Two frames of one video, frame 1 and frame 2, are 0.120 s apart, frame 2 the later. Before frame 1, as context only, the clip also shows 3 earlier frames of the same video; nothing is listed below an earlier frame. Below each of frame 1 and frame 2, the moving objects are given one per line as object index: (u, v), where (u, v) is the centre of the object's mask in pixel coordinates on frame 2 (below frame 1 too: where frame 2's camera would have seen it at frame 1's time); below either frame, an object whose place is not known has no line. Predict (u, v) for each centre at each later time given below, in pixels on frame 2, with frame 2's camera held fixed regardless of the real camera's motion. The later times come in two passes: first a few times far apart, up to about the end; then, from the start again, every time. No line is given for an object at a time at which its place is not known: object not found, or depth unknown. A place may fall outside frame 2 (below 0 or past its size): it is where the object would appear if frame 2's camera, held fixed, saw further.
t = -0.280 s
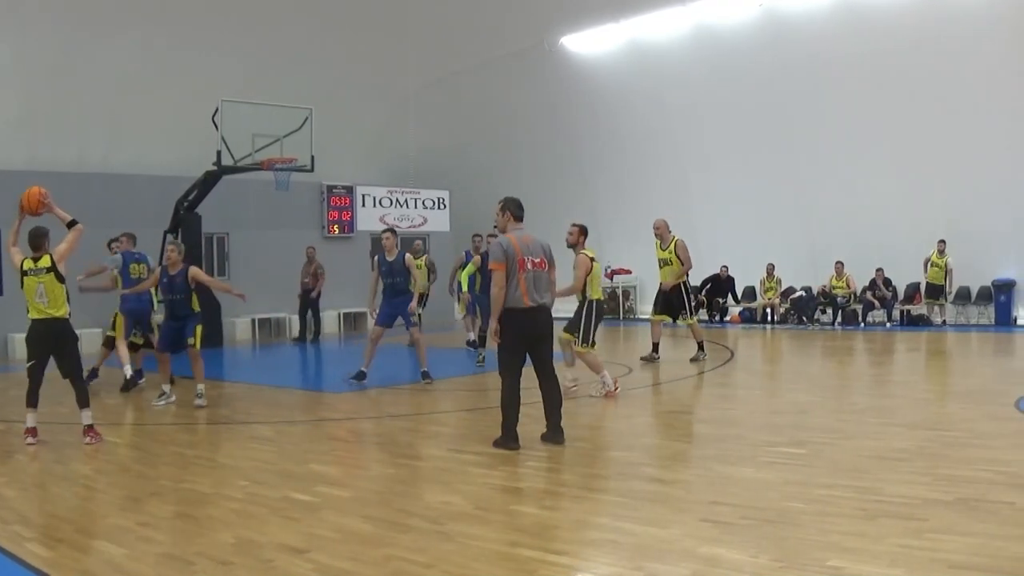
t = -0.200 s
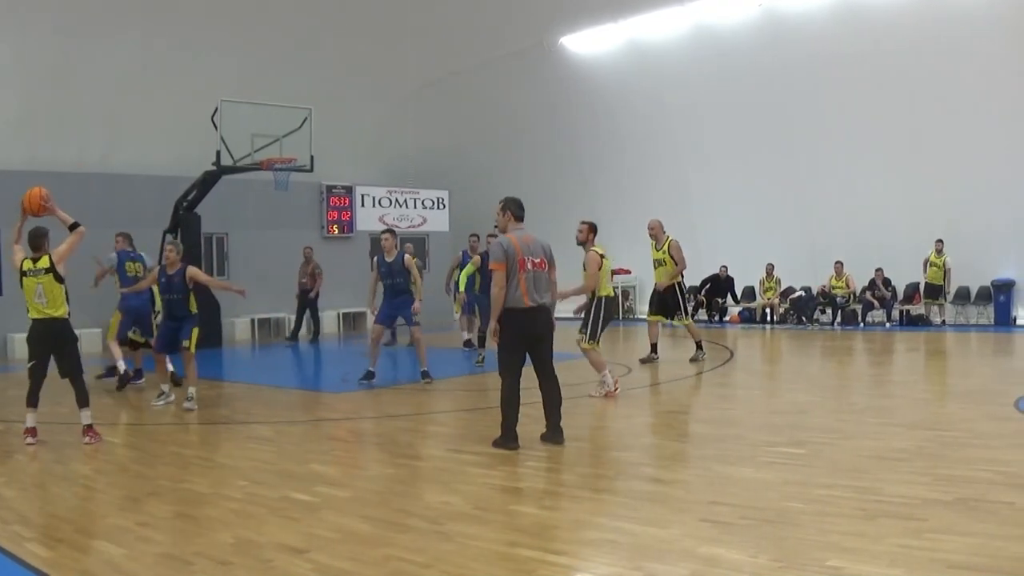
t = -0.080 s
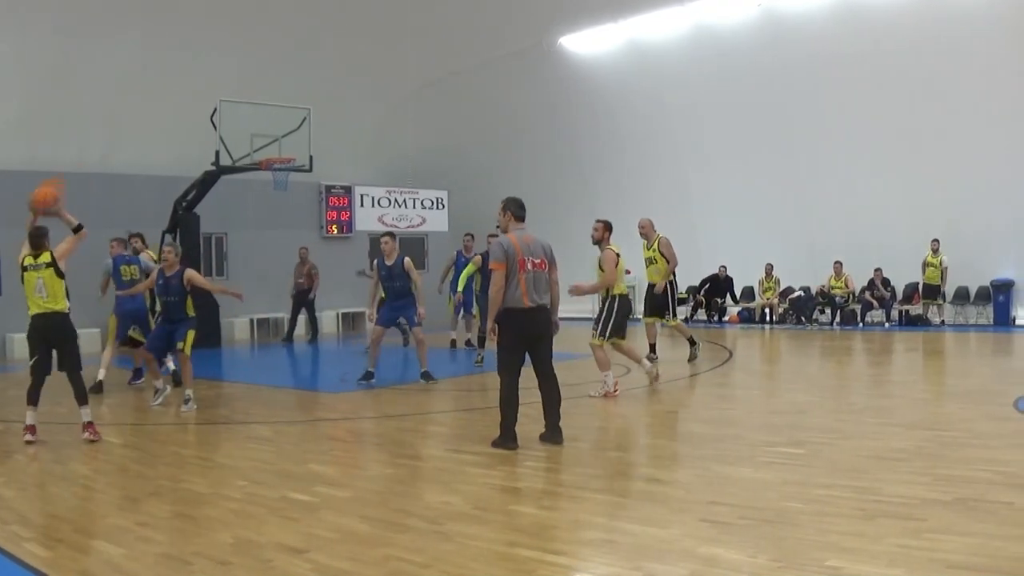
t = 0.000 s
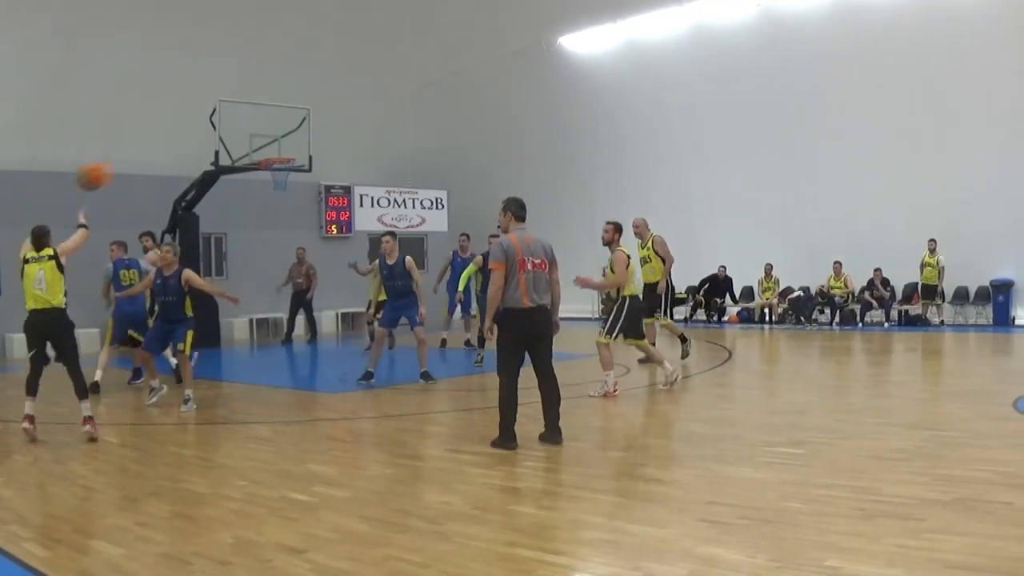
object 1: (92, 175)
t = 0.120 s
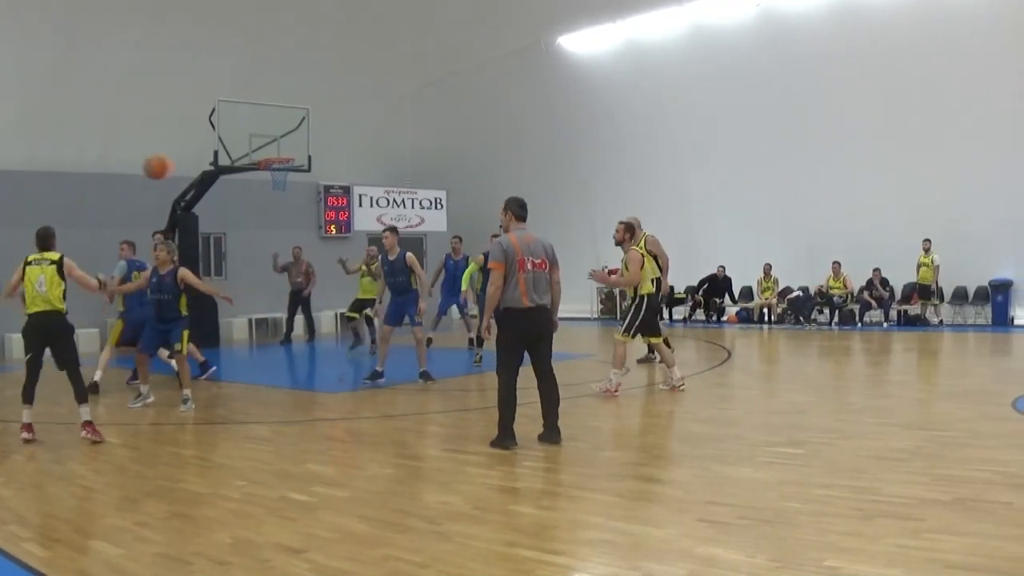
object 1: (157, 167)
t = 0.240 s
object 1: (207, 173)
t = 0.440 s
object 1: (269, 204)
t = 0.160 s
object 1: (175, 167)
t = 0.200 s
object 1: (191, 169)
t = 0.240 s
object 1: (207, 173)
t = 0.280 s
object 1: (221, 177)
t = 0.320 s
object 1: (235, 182)
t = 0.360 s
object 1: (247, 189)
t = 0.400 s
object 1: (259, 196)
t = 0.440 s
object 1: (269, 204)
